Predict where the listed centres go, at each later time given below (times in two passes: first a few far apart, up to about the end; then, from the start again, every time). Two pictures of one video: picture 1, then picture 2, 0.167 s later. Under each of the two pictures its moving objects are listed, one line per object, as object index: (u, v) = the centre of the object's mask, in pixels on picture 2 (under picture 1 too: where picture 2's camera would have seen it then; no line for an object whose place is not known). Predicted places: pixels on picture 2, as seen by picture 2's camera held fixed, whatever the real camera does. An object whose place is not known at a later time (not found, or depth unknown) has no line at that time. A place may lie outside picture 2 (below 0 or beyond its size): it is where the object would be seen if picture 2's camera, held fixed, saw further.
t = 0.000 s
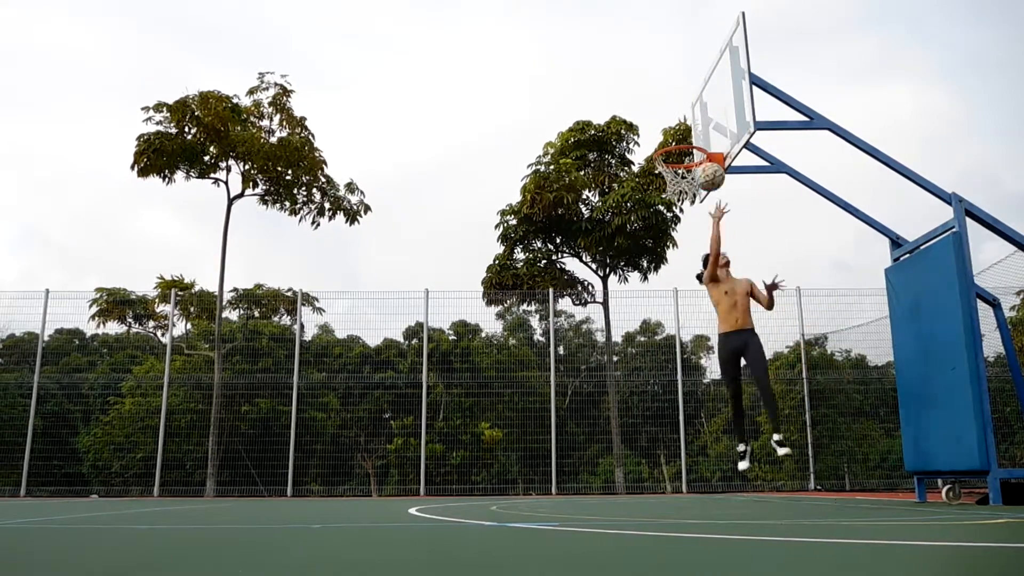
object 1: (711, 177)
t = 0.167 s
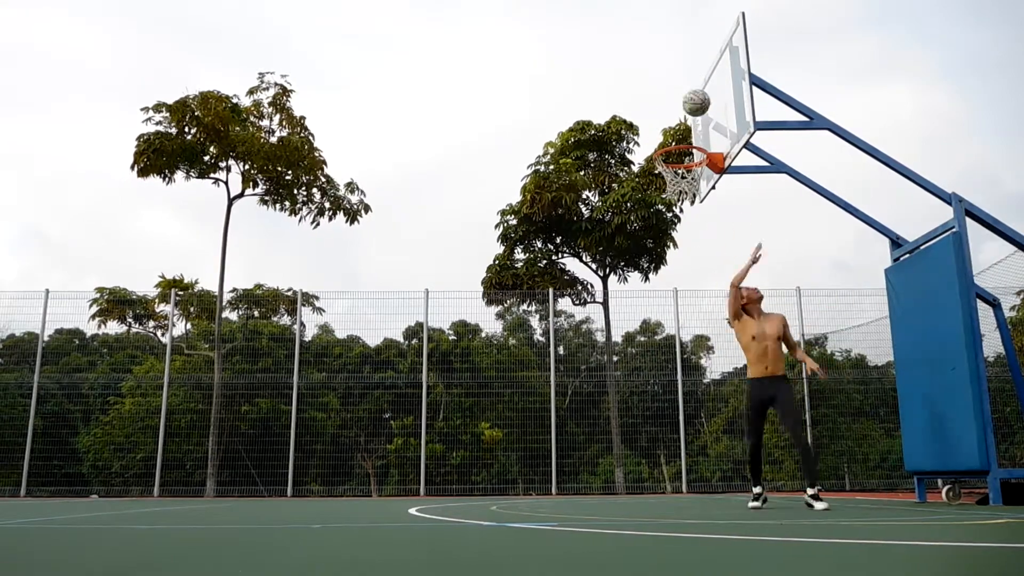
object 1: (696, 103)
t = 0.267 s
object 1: (690, 74)
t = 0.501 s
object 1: (678, 50)
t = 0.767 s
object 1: (669, 85)
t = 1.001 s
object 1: (663, 163)
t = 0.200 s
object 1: (694, 92)
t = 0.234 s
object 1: (692, 82)
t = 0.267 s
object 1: (690, 74)
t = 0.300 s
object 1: (688, 67)
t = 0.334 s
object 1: (686, 62)
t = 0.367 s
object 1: (684, 57)
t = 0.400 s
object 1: (683, 54)
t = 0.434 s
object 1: (681, 52)
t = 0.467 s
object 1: (679, 50)
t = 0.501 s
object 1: (678, 50)
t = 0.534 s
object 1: (677, 51)
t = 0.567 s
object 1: (675, 53)
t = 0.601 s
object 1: (674, 56)
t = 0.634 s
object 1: (673, 60)
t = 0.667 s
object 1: (672, 64)
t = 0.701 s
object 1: (671, 70)
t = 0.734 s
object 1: (670, 77)
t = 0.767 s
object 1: (669, 85)
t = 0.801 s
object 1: (668, 94)
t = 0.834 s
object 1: (667, 103)
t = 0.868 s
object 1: (667, 114)
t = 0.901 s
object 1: (666, 125)
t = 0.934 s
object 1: (665, 136)
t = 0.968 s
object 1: (666, 151)
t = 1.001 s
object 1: (663, 163)
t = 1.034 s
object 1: (660, 182)
